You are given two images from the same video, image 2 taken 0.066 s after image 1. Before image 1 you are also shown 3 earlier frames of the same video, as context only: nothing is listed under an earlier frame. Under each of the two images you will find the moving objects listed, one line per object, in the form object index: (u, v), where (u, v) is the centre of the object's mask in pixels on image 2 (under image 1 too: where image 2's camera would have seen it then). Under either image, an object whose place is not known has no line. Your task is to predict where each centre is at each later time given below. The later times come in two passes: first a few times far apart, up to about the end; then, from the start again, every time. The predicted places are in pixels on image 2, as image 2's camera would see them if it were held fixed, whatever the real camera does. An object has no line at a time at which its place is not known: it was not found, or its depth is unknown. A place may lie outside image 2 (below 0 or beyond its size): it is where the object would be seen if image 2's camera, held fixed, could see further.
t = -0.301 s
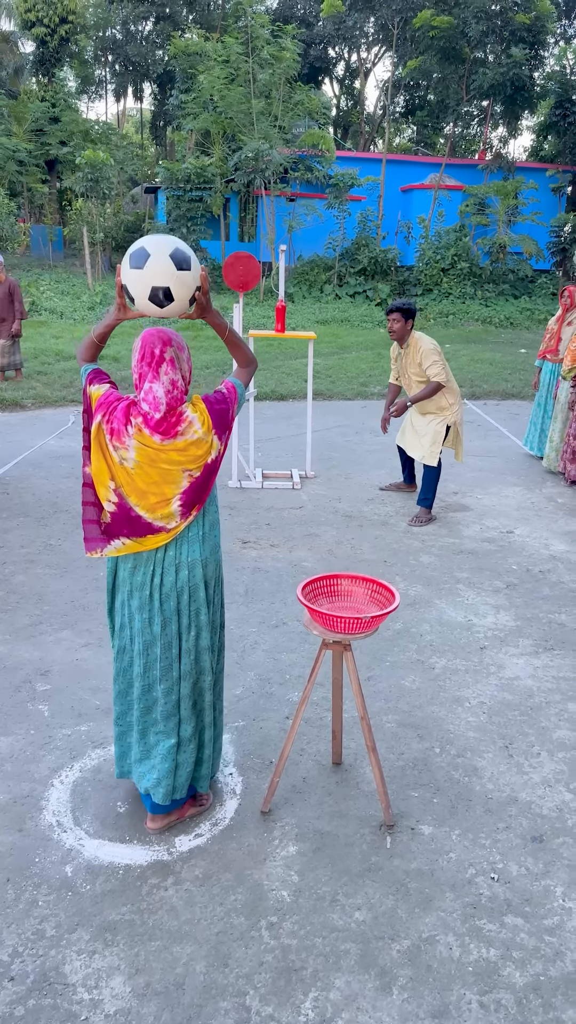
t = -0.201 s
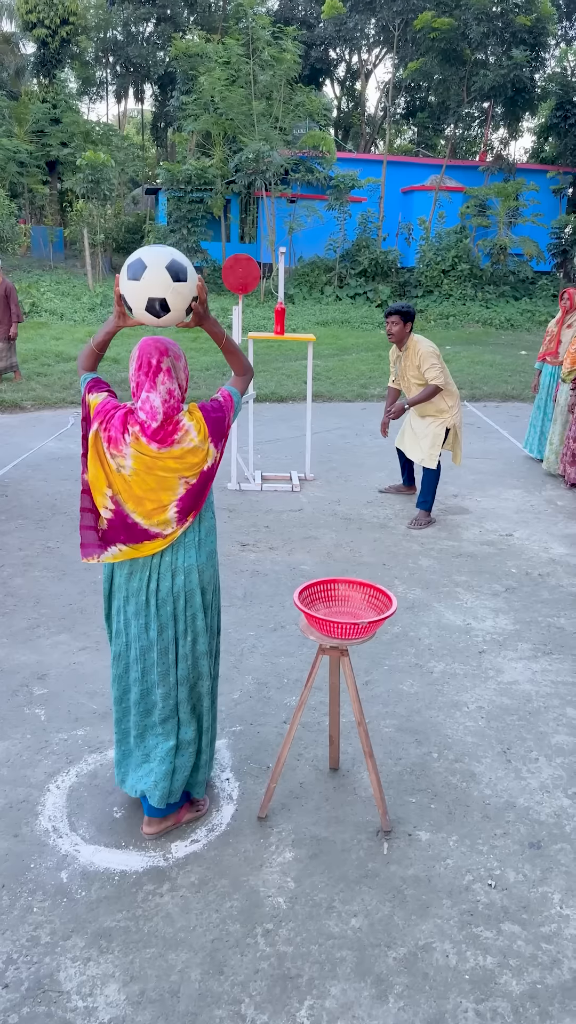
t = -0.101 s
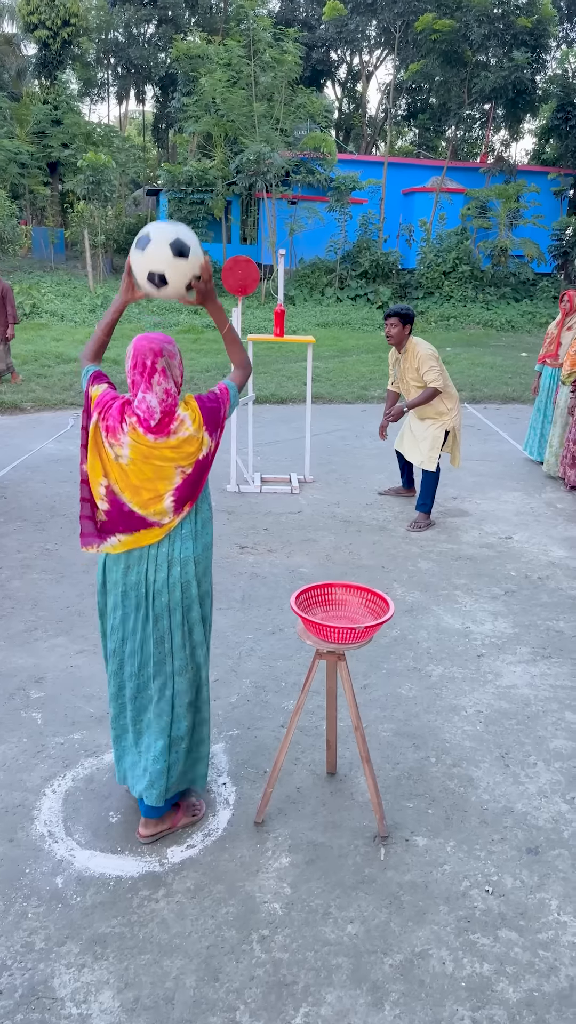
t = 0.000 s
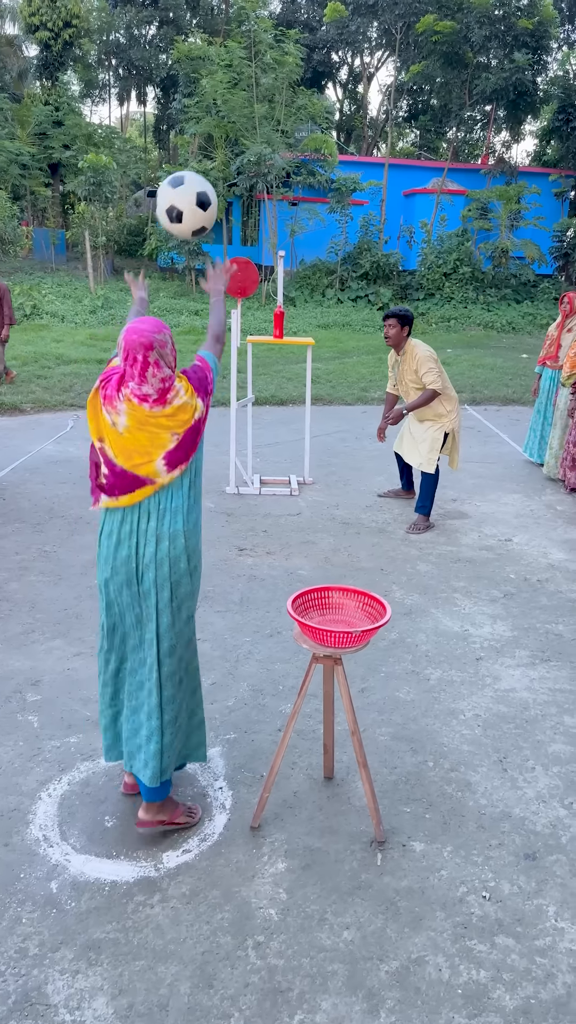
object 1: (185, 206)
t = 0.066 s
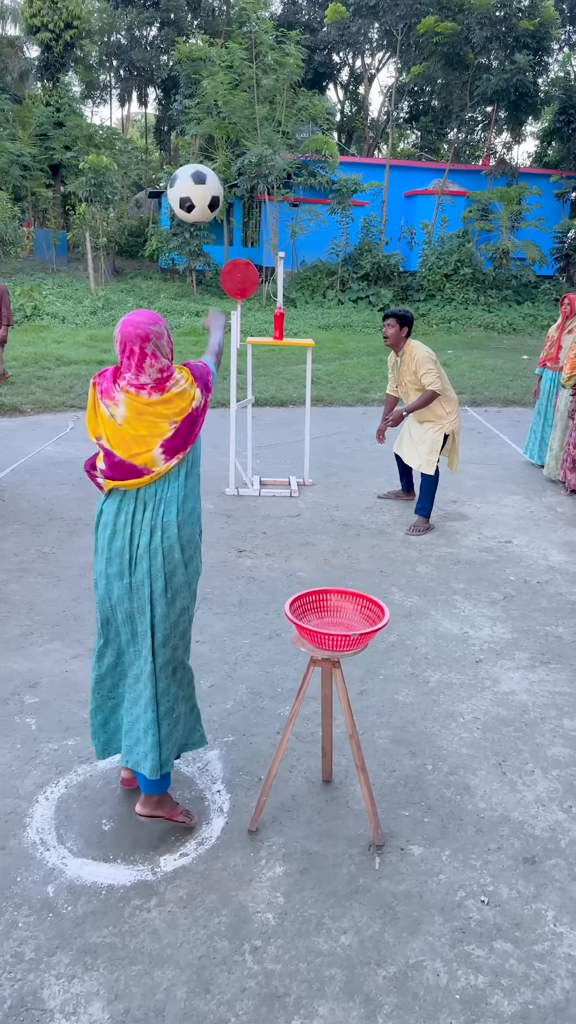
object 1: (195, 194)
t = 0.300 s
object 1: (214, 232)
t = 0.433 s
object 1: (220, 283)
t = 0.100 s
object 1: (199, 193)
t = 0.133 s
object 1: (202, 194)
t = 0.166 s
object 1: (205, 199)
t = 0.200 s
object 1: (208, 205)
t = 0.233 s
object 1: (210, 212)
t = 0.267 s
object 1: (212, 222)
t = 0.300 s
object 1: (214, 232)
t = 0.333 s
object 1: (216, 244)
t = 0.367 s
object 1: (218, 256)
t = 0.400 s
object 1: (219, 269)
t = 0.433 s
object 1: (220, 283)
